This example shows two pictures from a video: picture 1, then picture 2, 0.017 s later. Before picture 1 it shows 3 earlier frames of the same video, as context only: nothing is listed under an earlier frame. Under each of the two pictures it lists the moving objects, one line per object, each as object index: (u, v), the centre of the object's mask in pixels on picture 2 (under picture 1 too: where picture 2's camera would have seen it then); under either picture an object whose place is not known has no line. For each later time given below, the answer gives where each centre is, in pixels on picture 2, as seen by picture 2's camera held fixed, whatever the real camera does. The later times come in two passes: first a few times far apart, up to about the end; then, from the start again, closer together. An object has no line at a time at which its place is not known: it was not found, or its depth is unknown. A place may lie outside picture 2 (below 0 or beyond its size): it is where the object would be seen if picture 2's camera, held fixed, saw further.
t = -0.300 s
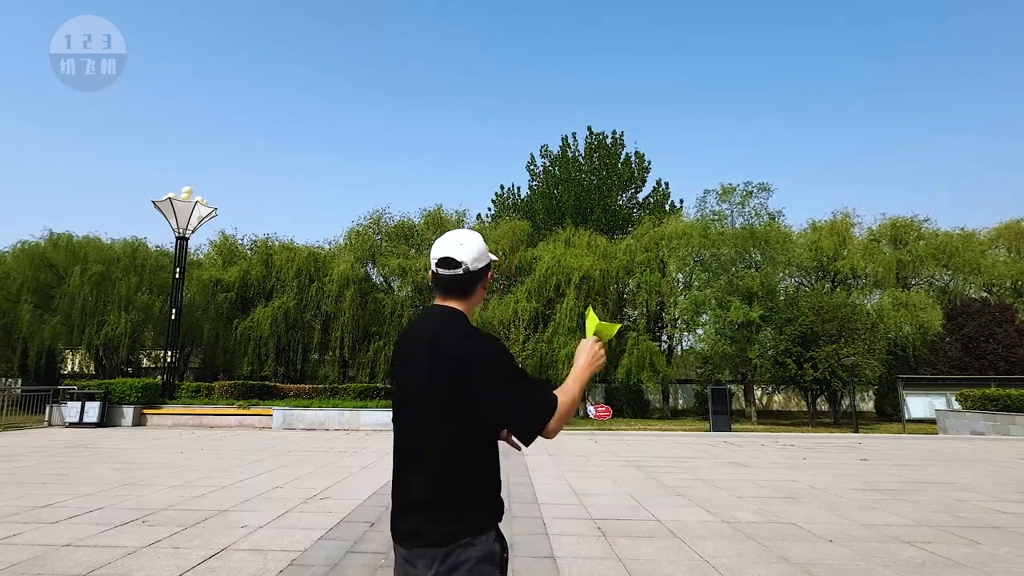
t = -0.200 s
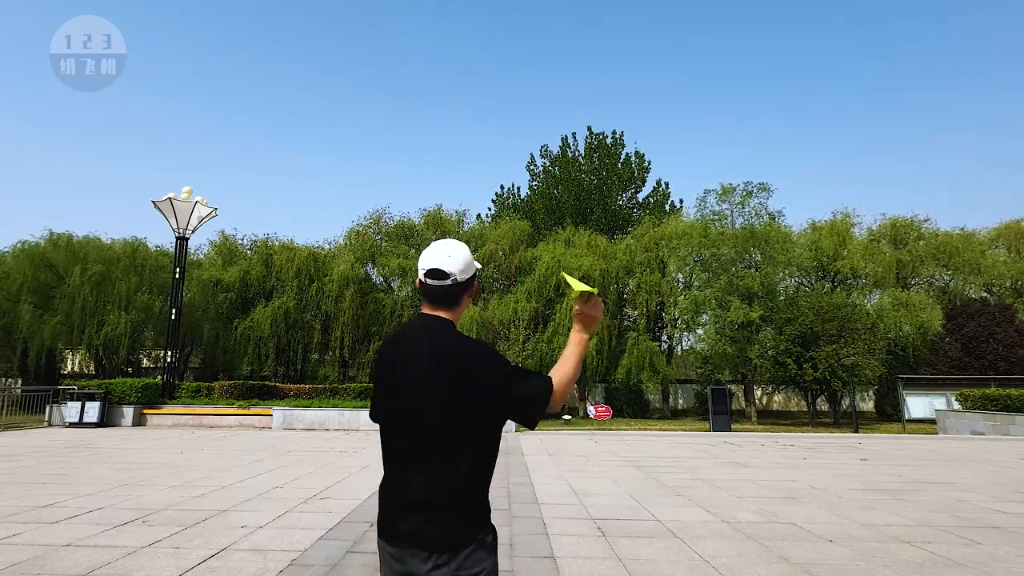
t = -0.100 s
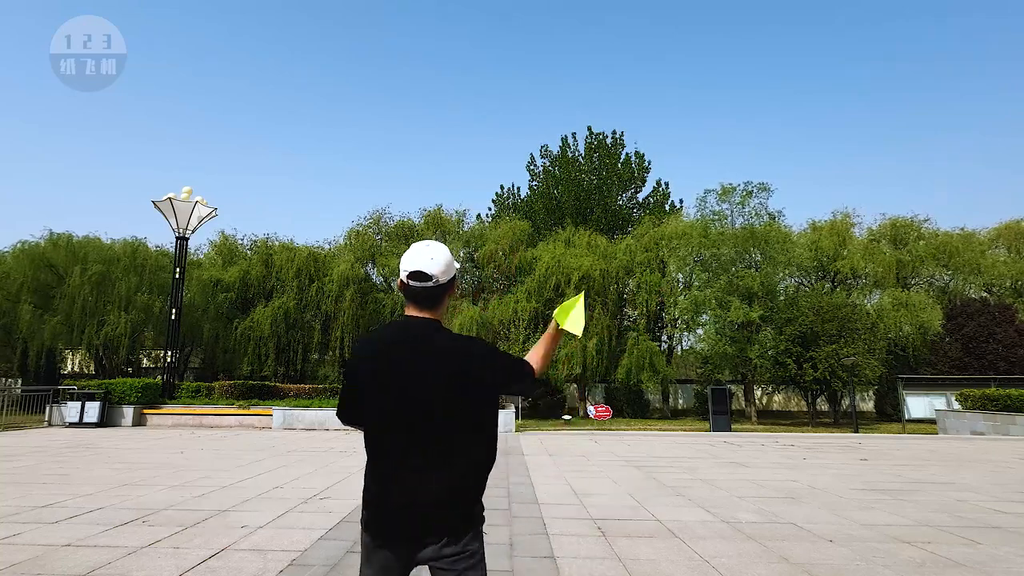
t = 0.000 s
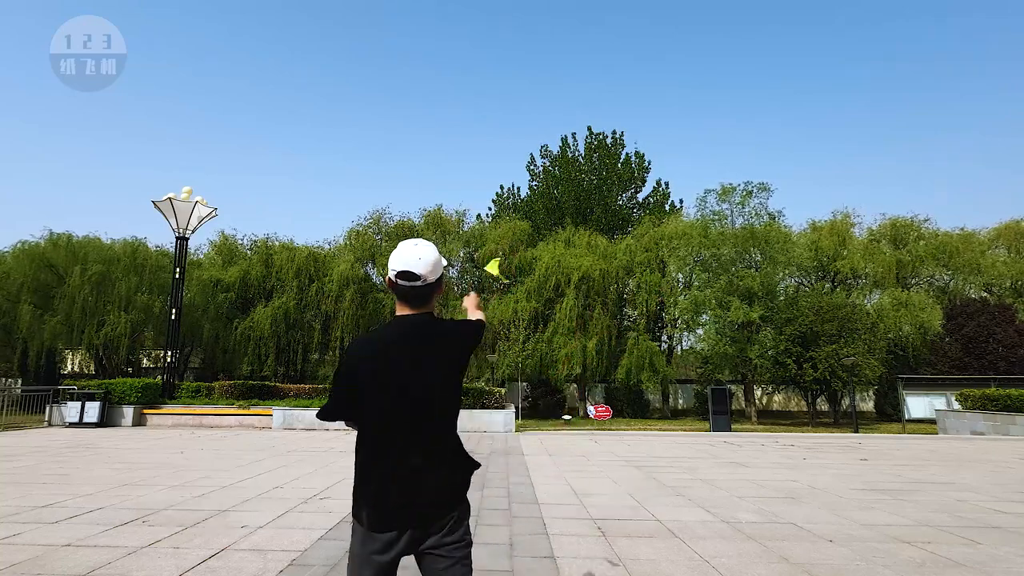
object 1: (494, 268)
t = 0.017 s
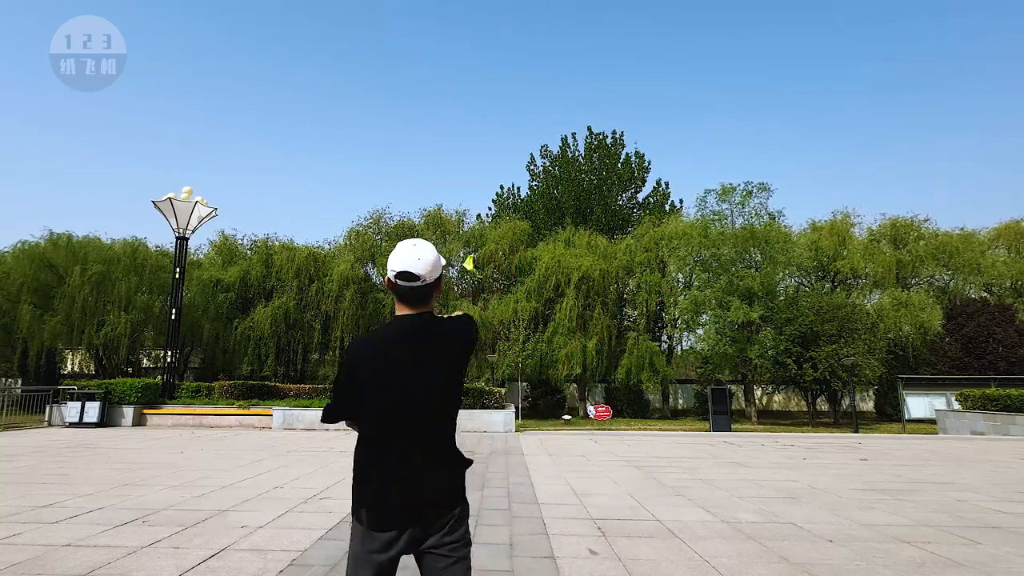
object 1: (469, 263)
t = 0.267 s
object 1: (472, 228)
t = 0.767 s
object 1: (679, 181)
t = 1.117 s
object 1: (783, 162)
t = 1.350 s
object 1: (843, 146)
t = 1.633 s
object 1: (883, 132)
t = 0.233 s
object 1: (457, 232)
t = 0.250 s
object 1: (465, 230)
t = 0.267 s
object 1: (472, 228)
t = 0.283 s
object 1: (481, 225)
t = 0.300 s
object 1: (487, 224)
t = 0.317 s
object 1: (495, 222)
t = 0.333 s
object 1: (503, 220)
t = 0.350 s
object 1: (511, 219)
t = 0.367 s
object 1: (518, 217)
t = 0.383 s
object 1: (526, 215)
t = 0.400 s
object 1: (533, 213)
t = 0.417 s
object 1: (541, 212)
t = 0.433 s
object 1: (548, 210)
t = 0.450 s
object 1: (555, 208)
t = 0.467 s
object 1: (562, 207)
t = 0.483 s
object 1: (570, 205)
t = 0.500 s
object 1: (577, 203)
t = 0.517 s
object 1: (584, 201)
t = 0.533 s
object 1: (591, 200)
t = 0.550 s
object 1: (598, 198)
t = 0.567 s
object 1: (604, 197)
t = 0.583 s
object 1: (611, 195)
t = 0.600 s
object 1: (618, 194)
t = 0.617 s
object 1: (624, 192)
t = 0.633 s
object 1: (631, 191)
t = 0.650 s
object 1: (637, 189)
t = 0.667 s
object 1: (644, 189)
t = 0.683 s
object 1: (649, 187)
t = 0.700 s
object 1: (655, 186)
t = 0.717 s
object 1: (661, 184)
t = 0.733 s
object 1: (667, 183)
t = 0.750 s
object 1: (673, 182)
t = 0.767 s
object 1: (679, 181)
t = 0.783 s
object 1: (685, 180)
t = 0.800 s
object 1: (690, 179)
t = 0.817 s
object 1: (696, 178)
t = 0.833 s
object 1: (701, 177)
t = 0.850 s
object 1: (706, 176)
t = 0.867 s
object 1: (712, 174)
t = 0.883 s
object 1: (717, 174)
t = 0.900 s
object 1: (722, 173)
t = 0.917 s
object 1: (727, 171)
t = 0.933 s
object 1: (732, 171)
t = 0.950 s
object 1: (736, 170)
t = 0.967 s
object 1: (741, 169)
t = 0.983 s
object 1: (746, 168)
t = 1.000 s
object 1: (751, 167)
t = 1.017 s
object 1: (755, 166)
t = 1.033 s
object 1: (760, 166)
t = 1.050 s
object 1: (765, 165)
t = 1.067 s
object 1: (769, 164)
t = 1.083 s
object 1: (774, 163)
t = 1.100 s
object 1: (778, 163)
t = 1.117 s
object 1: (783, 162)
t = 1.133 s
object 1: (786, 161)
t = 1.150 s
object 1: (791, 160)
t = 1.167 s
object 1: (795, 159)
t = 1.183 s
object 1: (800, 158)
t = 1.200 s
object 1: (804, 158)
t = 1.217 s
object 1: (807, 157)
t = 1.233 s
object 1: (811, 156)
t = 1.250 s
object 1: (816, 154)
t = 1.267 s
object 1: (820, 153)
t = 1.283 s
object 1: (826, 152)
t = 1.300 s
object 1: (829, 151)
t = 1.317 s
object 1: (834, 149)
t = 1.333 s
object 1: (839, 147)
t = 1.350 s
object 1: (843, 146)
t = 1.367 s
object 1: (848, 144)
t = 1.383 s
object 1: (852, 143)
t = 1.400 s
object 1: (855, 141)
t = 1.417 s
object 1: (858, 140)
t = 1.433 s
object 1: (862, 139)
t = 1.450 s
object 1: (866, 138)
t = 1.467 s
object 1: (869, 137)
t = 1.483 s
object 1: (872, 136)
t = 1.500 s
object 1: (875, 135)
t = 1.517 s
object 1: (877, 134)
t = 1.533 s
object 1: (879, 133)
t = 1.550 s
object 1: (881, 132)
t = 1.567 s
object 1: (882, 132)
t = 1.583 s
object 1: (883, 132)
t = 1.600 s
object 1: (884, 132)
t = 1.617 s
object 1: (884, 132)
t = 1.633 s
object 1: (883, 132)
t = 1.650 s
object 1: (882, 132)
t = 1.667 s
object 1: (881, 132)
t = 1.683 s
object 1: (879, 133)
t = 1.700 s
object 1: (877, 133)
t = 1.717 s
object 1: (873, 134)
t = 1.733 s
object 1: (869, 134)
